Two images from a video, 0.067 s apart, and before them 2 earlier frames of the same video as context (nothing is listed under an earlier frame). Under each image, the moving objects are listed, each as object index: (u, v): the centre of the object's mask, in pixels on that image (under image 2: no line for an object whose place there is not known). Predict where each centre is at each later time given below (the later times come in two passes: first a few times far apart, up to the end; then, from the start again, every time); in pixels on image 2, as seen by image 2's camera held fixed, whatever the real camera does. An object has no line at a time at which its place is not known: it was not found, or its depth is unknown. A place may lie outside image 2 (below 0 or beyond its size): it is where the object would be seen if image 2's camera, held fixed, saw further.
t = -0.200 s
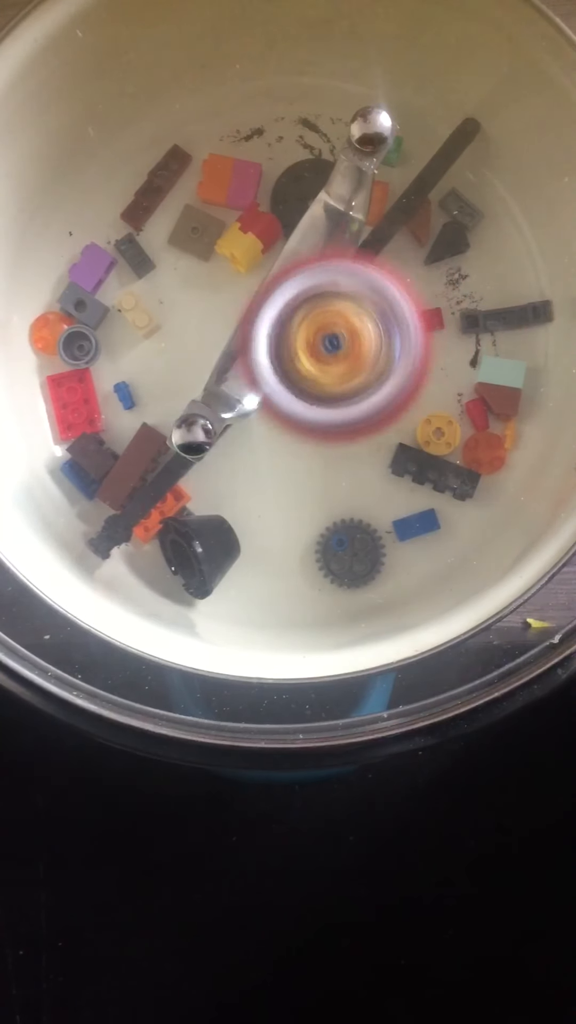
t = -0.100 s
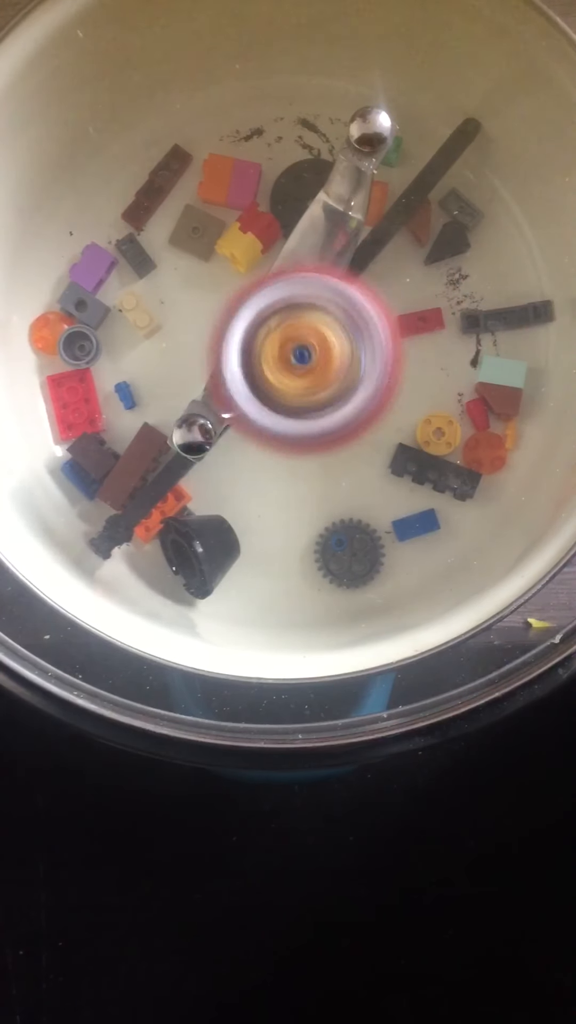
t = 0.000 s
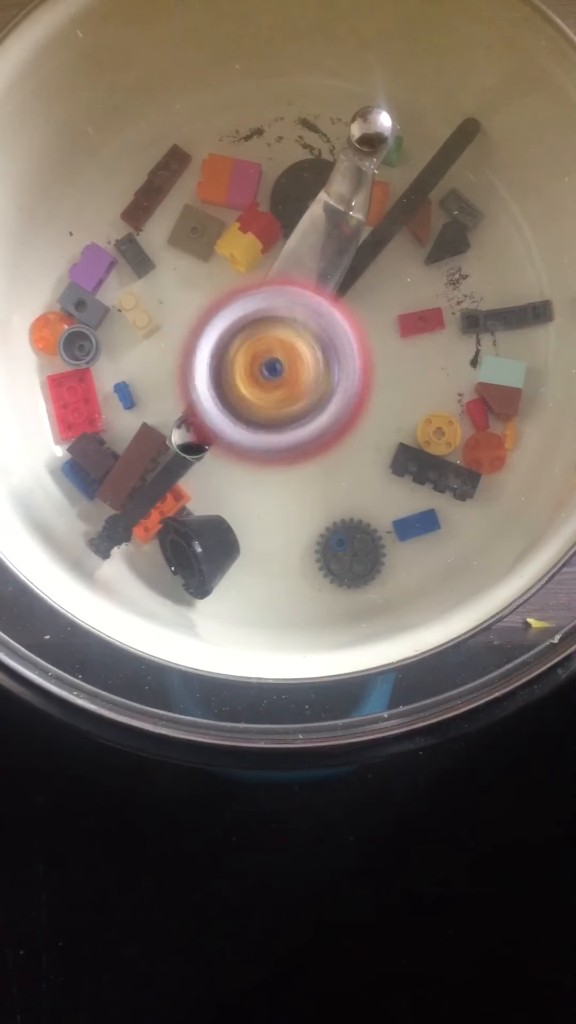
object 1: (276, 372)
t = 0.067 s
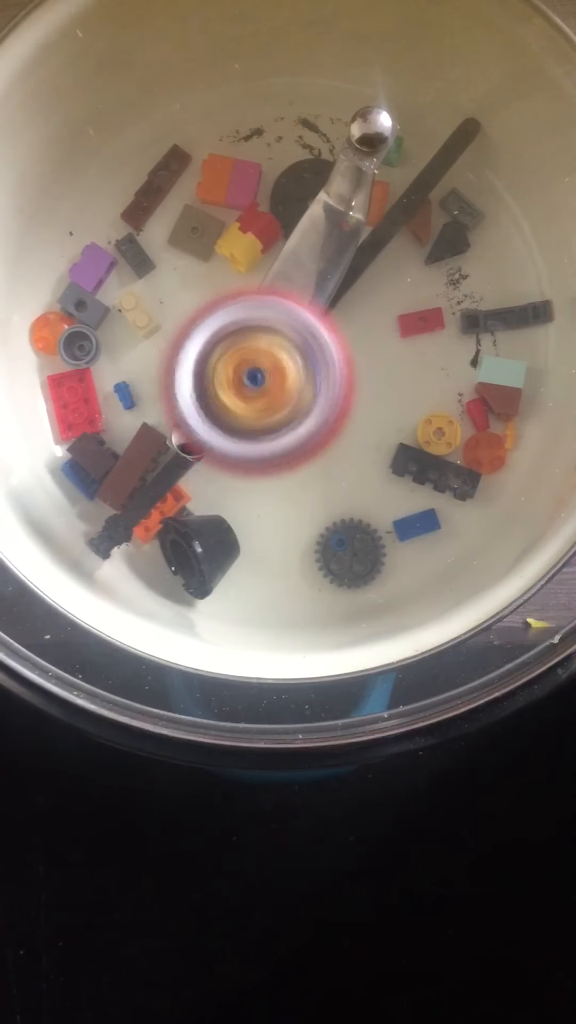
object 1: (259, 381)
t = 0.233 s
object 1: (224, 399)
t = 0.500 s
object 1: (238, 363)
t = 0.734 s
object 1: (222, 312)
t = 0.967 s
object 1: (210, 270)
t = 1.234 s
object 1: (220, 244)
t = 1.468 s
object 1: (258, 248)
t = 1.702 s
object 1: (311, 258)
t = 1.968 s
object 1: (358, 269)
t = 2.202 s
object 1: (377, 283)
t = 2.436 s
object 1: (356, 304)
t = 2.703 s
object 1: (310, 341)
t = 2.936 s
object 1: (274, 373)
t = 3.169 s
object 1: (251, 383)
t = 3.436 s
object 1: (243, 356)
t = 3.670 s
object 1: (239, 314)
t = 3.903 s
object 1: (240, 274)
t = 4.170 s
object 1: (251, 252)
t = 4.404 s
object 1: (278, 258)
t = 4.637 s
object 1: (312, 276)
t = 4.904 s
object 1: (345, 299)
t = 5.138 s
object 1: (352, 311)
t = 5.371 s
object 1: (329, 323)
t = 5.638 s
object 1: (288, 339)
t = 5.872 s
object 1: (253, 352)
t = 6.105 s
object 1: (240, 352)
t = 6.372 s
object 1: (248, 327)
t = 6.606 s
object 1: (262, 293)
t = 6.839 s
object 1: (271, 266)
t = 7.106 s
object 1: (287, 264)
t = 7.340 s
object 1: (305, 281)
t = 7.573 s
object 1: (324, 303)
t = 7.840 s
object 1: (331, 320)
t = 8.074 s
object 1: (314, 327)
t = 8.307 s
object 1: (286, 333)
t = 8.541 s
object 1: (262, 338)
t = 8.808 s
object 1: (252, 330)
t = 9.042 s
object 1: (258, 312)
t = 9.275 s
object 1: (270, 293)
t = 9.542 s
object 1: (286, 280)
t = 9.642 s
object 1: (293, 279)
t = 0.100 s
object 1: (251, 385)
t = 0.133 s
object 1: (244, 389)
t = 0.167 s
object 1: (237, 392)
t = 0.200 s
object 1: (230, 396)
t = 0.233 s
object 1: (224, 399)
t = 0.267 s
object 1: (219, 400)
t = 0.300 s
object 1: (229, 396)
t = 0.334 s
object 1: (241, 392)
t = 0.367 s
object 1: (245, 388)
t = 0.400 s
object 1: (243, 383)
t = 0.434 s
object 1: (242, 376)
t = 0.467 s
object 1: (240, 369)
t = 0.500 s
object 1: (238, 363)
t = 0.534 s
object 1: (235, 355)
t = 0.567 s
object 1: (234, 348)
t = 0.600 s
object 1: (231, 341)
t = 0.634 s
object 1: (229, 333)
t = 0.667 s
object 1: (226, 327)
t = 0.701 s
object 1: (224, 319)
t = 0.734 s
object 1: (222, 312)
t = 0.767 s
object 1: (220, 305)
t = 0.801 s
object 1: (217, 297)
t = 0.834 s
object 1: (216, 291)
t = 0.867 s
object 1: (215, 286)
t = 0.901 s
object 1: (213, 281)
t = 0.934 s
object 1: (212, 276)
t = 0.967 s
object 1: (210, 270)
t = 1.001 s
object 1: (210, 266)
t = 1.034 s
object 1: (209, 261)
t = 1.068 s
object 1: (210, 257)
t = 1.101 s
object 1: (210, 252)
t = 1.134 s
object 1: (212, 249)
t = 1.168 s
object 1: (214, 246)
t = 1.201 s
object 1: (217, 244)
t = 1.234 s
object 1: (220, 244)
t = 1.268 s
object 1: (223, 242)
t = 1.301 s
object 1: (227, 242)
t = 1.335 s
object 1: (233, 243)
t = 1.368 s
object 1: (238, 244)
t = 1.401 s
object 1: (245, 245)
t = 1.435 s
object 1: (251, 247)
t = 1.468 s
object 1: (258, 248)
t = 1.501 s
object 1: (264, 250)
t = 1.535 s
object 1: (271, 251)
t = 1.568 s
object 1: (279, 253)
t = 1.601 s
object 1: (288, 255)
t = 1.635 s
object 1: (296, 257)
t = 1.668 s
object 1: (303, 259)
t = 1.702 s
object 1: (311, 258)
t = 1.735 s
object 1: (317, 260)
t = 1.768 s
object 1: (324, 262)
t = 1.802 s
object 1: (330, 263)
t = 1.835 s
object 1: (336, 265)
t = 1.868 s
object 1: (341, 266)
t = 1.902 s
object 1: (348, 266)
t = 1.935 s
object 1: (353, 268)
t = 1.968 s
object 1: (358, 269)
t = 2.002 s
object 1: (363, 272)
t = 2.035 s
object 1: (367, 273)
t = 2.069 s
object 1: (371, 275)
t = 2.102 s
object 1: (373, 277)
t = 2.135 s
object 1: (375, 279)
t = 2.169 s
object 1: (377, 281)
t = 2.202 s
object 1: (377, 283)
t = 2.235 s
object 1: (376, 286)
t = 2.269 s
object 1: (374, 287)
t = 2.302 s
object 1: (372, 291)
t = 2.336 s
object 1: (367, 294)
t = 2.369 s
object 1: (364, 297)
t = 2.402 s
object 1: (359, 301)
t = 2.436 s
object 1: (356, 304)
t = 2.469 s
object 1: (349, 309)
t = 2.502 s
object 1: (344, 313)
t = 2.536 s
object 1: (338, 318)
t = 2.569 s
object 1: (332, 322)
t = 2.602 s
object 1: (327, 327)
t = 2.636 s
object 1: (321, 332)
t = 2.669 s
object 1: (316, 336)
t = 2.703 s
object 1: (310, 341)
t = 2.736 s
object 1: (304, 346)
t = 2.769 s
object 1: (298, 351)
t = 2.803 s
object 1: (294, 356)
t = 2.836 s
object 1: (289, 360)
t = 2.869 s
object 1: (284, 365)
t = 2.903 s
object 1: (279, 368)
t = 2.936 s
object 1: (274, 373)
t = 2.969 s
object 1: (269, 376)
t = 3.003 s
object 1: (266, 378)
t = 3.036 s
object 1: (262, 381)
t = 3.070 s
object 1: (259, 382)
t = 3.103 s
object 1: (256, 383)
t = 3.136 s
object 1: (254, 383)
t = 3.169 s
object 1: (251, 383)
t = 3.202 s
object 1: (249, 382)
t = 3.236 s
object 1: (248, 380)
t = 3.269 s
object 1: (246, 377)
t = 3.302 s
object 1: (245, 373)
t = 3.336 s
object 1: (244, 369)
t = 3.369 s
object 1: (244, 366)
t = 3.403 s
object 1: (242, 362)
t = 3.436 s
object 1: (243, 356)
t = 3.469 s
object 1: (241, 350)
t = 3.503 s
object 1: (242, 344)
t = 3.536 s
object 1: (242, 339)
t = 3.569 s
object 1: (241, 333)
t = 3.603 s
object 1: (240, 327)
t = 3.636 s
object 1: (240, 321)
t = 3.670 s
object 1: (239, 314)
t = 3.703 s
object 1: (240, 307)
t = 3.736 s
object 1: (238, 301)
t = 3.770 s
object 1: (239, 296)
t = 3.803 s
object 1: (239, 291)
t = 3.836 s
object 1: (239, 285)
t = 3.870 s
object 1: (239, 279)
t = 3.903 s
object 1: (240, 274)
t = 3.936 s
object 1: (240, 270)
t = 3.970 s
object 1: (241, 266)
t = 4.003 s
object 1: (242, 263)
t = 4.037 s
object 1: (243, 259)
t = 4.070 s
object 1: (245, 257)
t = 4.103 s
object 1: (246, 255)
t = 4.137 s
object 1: (249, 254)
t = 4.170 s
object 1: (251, 252)
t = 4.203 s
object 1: (256, 251)
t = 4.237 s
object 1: (257, 250)
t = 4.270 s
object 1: (261, 251)
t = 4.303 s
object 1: (263, 252)
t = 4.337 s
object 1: (267, 253)
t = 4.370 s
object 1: (272, 255)
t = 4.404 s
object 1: (278, 258)
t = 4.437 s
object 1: (282, 261)
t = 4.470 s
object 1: (288, 263)
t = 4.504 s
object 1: (292, 265)
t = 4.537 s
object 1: (297, 268)
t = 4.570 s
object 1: (302, 270)
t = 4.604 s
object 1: (307, 273)
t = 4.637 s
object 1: (312, 276)
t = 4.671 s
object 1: (316, 279)
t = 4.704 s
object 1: (321, 282)
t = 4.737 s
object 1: (325, 285)
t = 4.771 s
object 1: (330, 288)
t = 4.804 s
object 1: (334, 291)
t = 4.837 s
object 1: (338, 294)
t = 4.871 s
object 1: (341, 296)
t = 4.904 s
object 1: (345, 299)
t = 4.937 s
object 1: (346, 301)
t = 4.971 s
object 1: (350, 302)
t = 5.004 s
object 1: (351, 304)
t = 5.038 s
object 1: (352, 306)
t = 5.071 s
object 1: (352, 308)
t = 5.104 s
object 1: (353, 309)
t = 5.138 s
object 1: (352, 311)
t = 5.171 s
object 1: (351, 313)
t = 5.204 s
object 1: (348, 315)
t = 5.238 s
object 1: (346, 316)
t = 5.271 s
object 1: (343, 318)
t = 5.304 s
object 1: (338, 319)
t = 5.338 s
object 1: (334, 321)
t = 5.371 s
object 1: (329, 323)
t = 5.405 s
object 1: (325, 324)
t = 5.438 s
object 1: (320, 326)
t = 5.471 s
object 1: (315, 328)
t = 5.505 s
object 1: (309, 330)
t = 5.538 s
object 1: (305, 332)
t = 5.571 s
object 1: (299, 335)
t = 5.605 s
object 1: (294, 337)
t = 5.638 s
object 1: (288, 339)
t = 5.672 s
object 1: (282, 341)
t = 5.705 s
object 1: (277, 343)
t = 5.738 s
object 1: (271, 345)
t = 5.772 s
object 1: (266, 347)
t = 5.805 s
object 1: (261, 349)
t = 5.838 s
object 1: (257, 350)
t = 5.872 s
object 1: (253, 352)
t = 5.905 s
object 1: (250, 354)
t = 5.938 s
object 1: (246, 354)
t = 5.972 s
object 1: (245, 355)
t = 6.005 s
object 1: (242, 355)
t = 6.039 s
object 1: (242, 354)
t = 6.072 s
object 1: (240, 353)
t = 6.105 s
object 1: (240, 352)
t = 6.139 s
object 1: (239, 350)
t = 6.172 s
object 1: (240, 348)
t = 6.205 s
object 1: (240, 345)
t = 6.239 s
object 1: (242, 341)
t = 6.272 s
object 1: (243, 338)
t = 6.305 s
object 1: (245, 335)
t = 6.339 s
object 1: (246, 331)
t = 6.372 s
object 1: (248, 327)
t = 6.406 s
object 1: (249, 324)
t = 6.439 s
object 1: (251, 317)
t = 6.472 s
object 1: (254, 312)
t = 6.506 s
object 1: (255, 307)
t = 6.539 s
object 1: (258, 302)
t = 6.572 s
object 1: (260, 297)
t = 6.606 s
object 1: (262, 293)
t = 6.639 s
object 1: (263, 288)
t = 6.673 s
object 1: (265, 283)
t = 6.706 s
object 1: (266, 279)
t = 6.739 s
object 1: (268, 275)
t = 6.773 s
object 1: (269, 272)
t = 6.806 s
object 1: (271, 269)
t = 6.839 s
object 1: (271, 266)
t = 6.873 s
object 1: (273, 265)
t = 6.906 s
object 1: (273, 263)
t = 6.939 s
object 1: (275, 262)
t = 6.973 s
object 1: (277, 261)
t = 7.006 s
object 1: (279, 261)
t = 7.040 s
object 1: (281, 262)
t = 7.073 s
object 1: (284, 263)
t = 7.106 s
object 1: (287, 264)
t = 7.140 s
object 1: (289, 266)
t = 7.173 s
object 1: (292, 268)
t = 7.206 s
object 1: (294, 270)
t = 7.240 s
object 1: (297, 272)
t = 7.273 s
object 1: (299, 275)
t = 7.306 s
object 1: (302, 278)
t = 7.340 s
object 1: (305, 281)
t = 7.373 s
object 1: (309, 284)
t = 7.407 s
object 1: (310, 288)
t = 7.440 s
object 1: (314, 292)
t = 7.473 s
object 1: (316, 295)
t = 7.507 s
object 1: (319, 297)
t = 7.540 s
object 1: (321, 300)
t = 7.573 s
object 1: (324, 303)
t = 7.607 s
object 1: (326, 307)
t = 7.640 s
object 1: (329, 309)
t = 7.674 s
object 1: (330, 311)
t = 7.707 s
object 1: (331, 313)
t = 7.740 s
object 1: (331, 315)
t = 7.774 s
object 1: (332, 316)
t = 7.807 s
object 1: (332, 318)
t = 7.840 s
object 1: (331, 320)
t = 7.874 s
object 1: (330, 321)
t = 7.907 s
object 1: (328, 322)
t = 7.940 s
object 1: (325, 323)
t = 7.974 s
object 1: (323, 324)
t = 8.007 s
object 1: (320, 325)
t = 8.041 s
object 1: (317, 326)
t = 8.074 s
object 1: (314, 327)
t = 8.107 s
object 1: (310, 329)
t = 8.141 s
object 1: (307, 330)
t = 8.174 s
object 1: (303, 330)
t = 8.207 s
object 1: (300, 330)
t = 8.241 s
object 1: (295, 331)
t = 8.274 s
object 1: (291, 333)
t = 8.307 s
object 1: (286, 333)
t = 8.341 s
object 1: (281, 334)
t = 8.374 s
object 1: (277, 336)
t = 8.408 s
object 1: (274, 337)
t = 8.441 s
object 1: (271, 338)
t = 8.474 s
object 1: (267, 338)
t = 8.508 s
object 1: (265, 338)
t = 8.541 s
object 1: (262, 338)
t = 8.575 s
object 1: (261, 337)
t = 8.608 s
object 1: (258, 338)
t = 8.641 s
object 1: (256, 336)
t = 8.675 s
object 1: (254, 335)
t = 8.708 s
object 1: (253, 335)
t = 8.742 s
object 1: (252, 333)
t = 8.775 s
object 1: (252, 331)
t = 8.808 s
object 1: (252, 330)
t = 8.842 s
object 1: (252, 328)
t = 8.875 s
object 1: (252, 327)
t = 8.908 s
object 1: (253, 324)
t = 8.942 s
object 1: (253, 321)
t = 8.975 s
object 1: (255, 317)
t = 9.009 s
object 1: (256, 315)
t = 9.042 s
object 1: (258, 312)
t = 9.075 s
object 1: (259, 309)
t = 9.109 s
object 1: (261, 306)
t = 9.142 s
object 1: (264, 303)
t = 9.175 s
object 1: (265, 300)
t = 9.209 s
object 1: (266, 297)
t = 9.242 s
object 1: (268, 295)
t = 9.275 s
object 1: (270, 293)
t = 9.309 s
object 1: (272, 290)
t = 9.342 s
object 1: (274, 288)
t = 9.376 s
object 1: (276, 286)
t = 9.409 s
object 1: (279, 283)
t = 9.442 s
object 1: (279, 281)
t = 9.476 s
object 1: (281, 281)
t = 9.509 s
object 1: (283, 280)
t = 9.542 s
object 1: (286, 280)
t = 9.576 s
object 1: (287, 279)
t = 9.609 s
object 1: (290, 279)
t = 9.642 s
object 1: (293, 279)
